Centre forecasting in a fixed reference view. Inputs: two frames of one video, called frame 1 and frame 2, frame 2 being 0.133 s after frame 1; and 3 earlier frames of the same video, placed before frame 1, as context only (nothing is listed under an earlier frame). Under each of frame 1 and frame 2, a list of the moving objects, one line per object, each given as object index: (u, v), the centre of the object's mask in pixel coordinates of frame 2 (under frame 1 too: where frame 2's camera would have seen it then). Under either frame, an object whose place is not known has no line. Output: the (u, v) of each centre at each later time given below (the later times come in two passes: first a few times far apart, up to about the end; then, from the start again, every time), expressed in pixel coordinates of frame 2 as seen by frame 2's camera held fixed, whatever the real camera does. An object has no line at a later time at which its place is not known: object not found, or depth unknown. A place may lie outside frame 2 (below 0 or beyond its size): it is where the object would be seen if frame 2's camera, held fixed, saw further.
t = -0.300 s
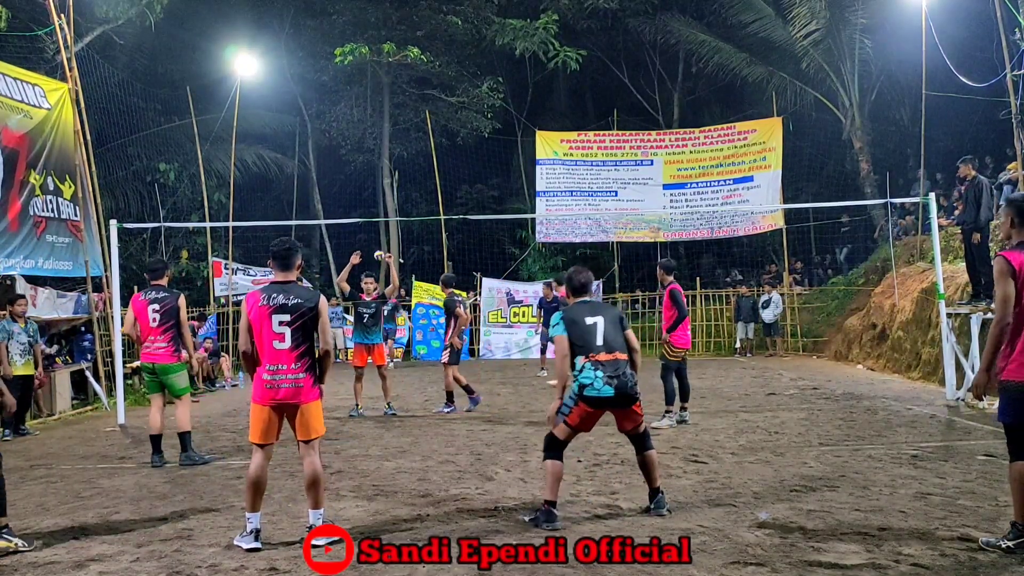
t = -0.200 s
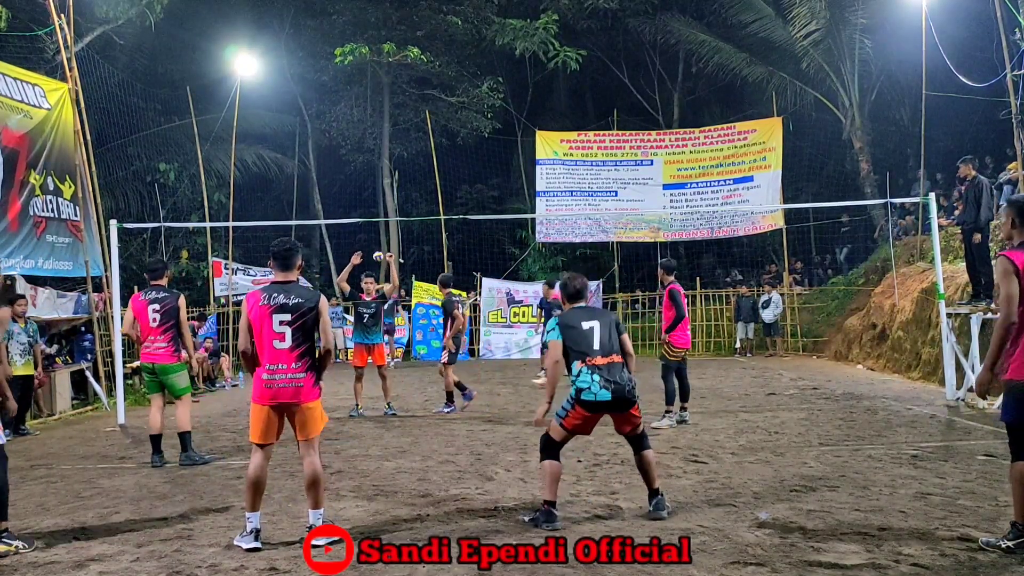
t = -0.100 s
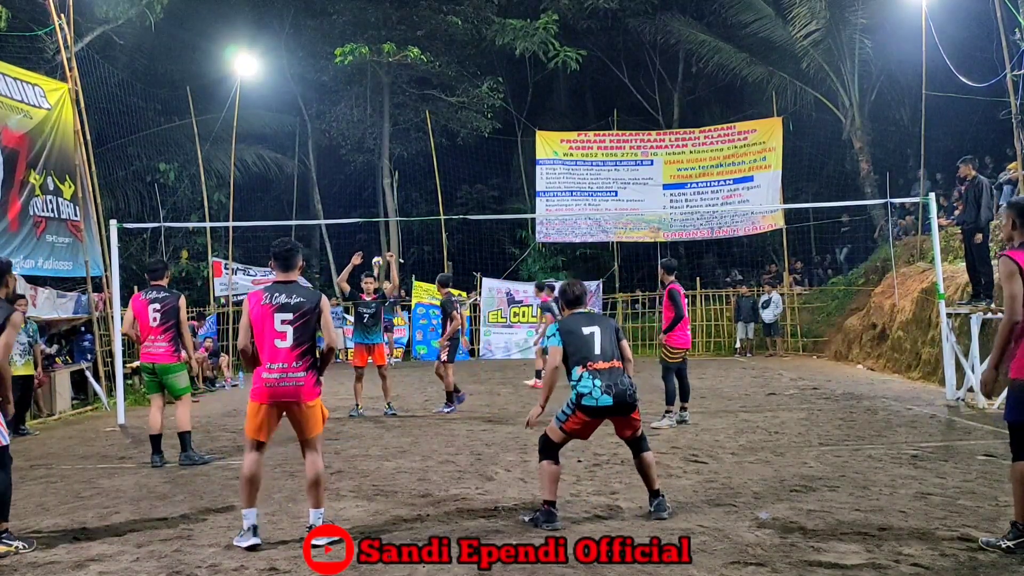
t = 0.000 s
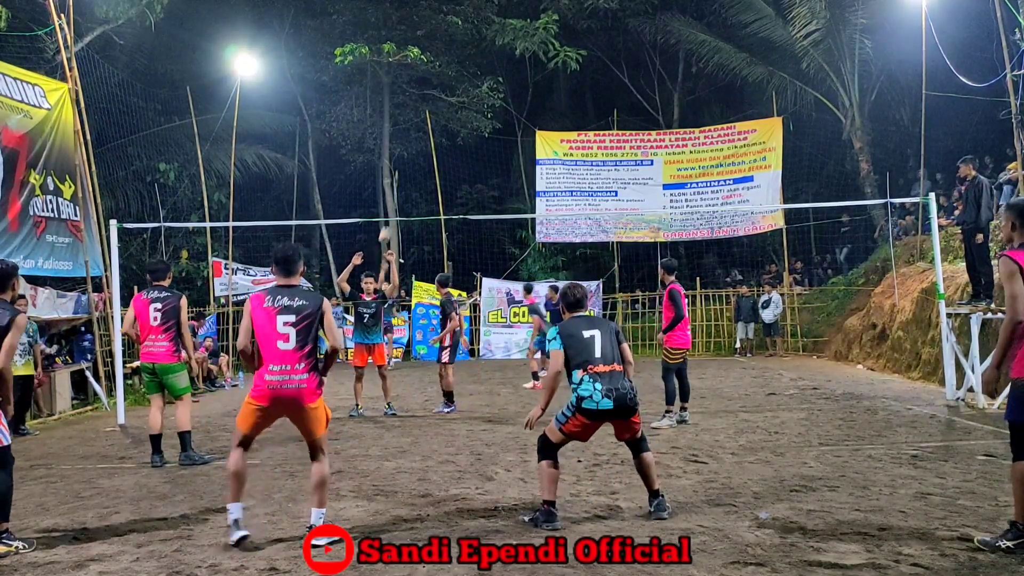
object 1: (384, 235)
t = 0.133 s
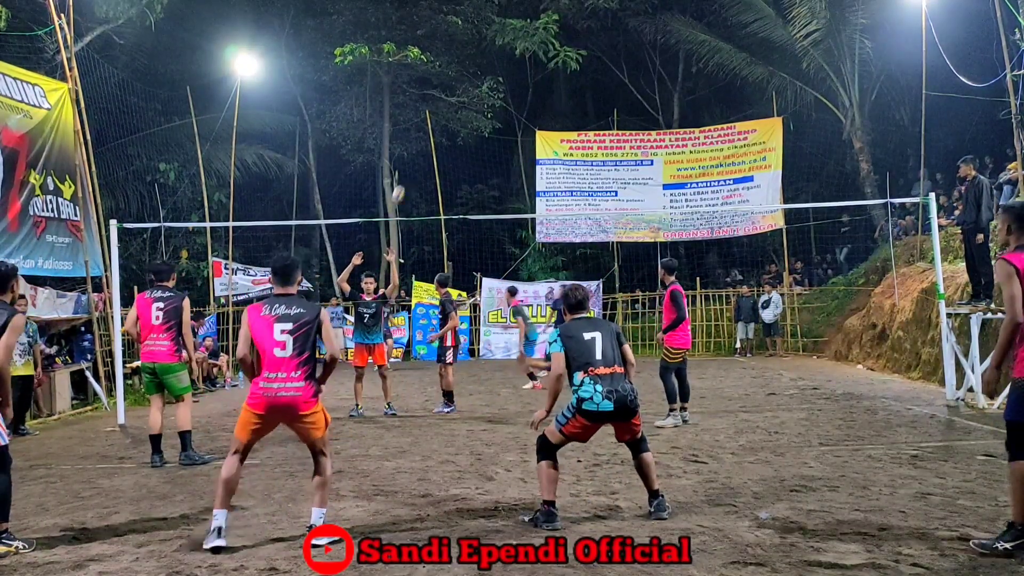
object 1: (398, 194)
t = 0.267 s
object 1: (413, 157)
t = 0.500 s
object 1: (444, 105)
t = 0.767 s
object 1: (489, 78)
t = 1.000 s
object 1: (543, 98)
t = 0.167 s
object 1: (402, 184)
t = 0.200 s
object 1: (405, 175)
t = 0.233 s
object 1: (409, 166)
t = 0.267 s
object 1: (413, 157)
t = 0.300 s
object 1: (418, 148)
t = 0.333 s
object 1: (421, 140)
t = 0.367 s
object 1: (426, 132)
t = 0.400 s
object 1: (430, 124)
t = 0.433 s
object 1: (434, 117)
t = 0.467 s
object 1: (439, 111)
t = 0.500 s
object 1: (444, 105)
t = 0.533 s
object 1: (449, 99)
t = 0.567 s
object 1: (454, 94)
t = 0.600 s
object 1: (459, 90)
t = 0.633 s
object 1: (465, 86)
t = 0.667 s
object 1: (471, 83)
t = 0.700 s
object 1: (477, 81)
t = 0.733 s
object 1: (483, 79)
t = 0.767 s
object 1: (489, 78)
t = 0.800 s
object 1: (496, 78)
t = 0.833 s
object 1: (503, 79)
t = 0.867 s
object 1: (510, 81)
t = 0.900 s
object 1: (518, 83)
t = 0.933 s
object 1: (526, 87)
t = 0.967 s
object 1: (535, 92)
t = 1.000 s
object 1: (543, 98)
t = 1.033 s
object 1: (553, 106)
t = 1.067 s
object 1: (563, 114)
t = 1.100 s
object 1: (573, 122)
